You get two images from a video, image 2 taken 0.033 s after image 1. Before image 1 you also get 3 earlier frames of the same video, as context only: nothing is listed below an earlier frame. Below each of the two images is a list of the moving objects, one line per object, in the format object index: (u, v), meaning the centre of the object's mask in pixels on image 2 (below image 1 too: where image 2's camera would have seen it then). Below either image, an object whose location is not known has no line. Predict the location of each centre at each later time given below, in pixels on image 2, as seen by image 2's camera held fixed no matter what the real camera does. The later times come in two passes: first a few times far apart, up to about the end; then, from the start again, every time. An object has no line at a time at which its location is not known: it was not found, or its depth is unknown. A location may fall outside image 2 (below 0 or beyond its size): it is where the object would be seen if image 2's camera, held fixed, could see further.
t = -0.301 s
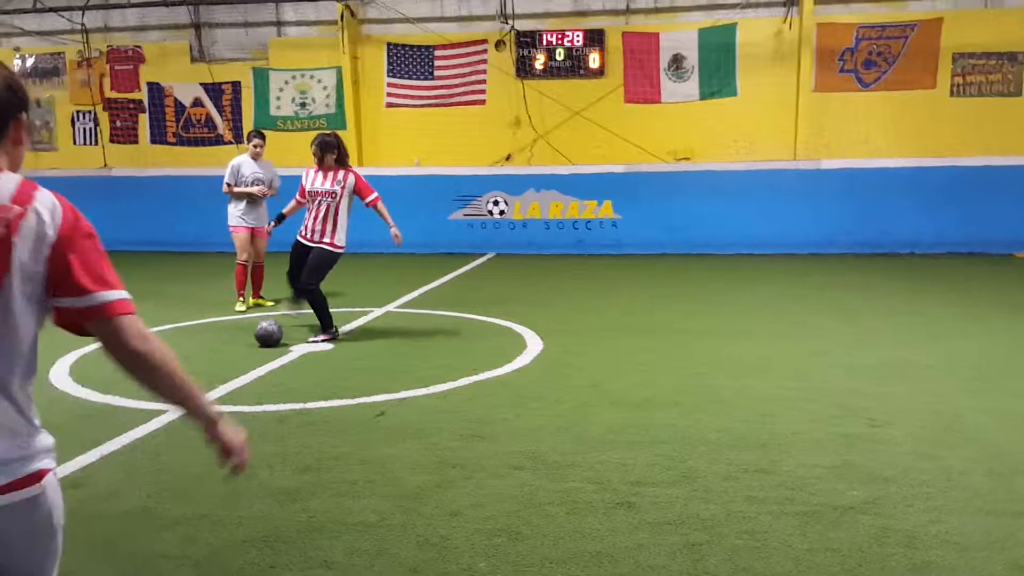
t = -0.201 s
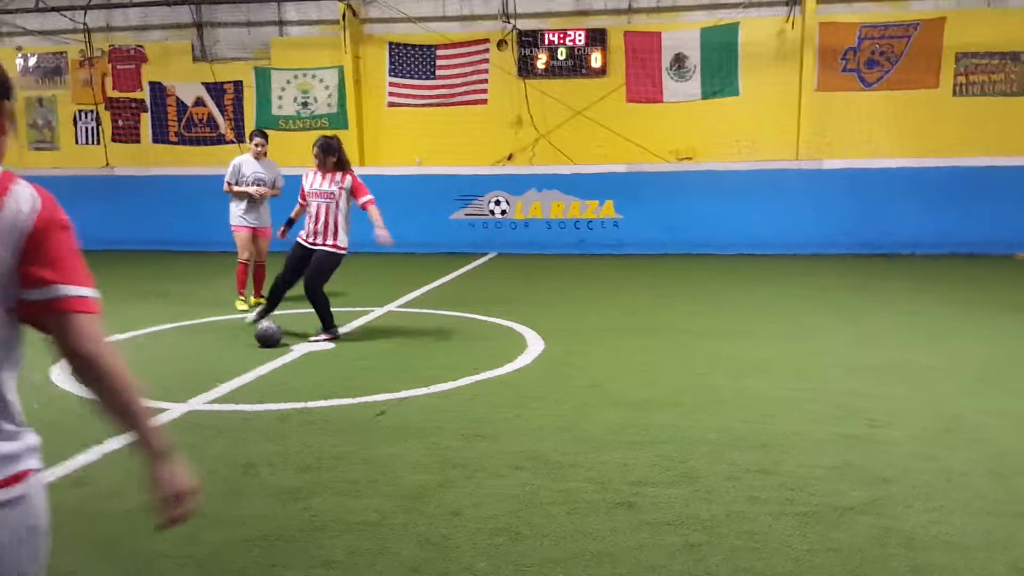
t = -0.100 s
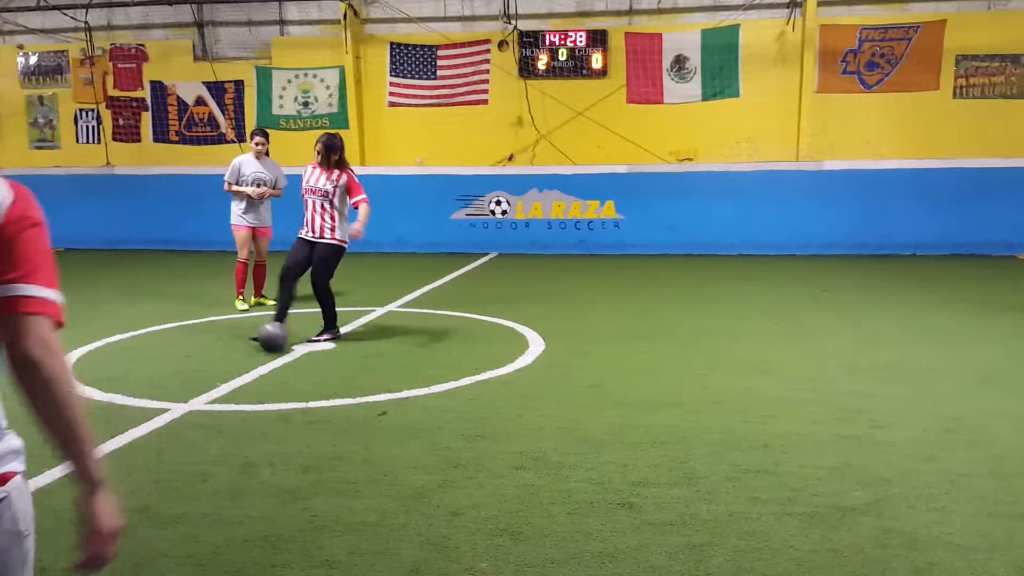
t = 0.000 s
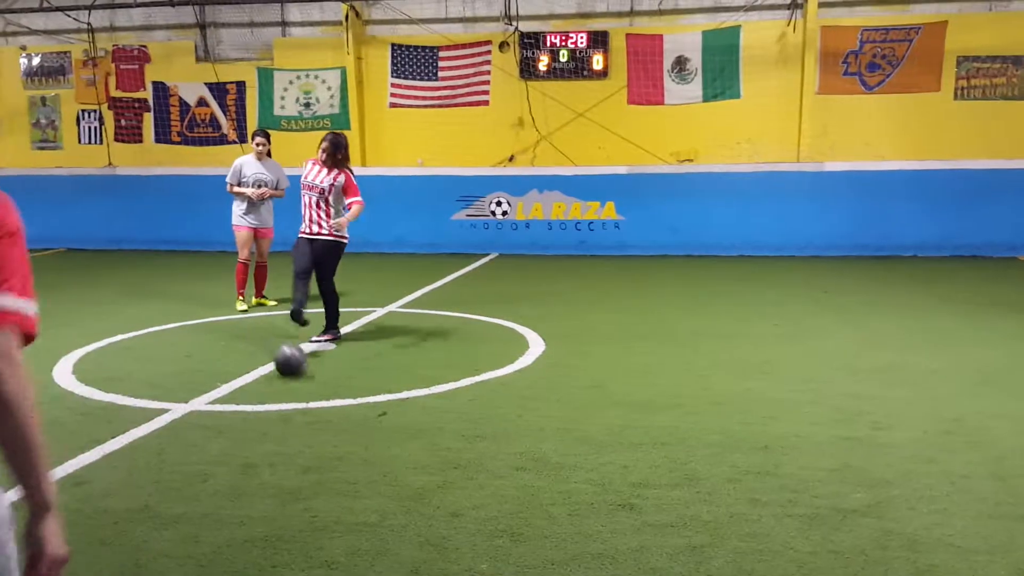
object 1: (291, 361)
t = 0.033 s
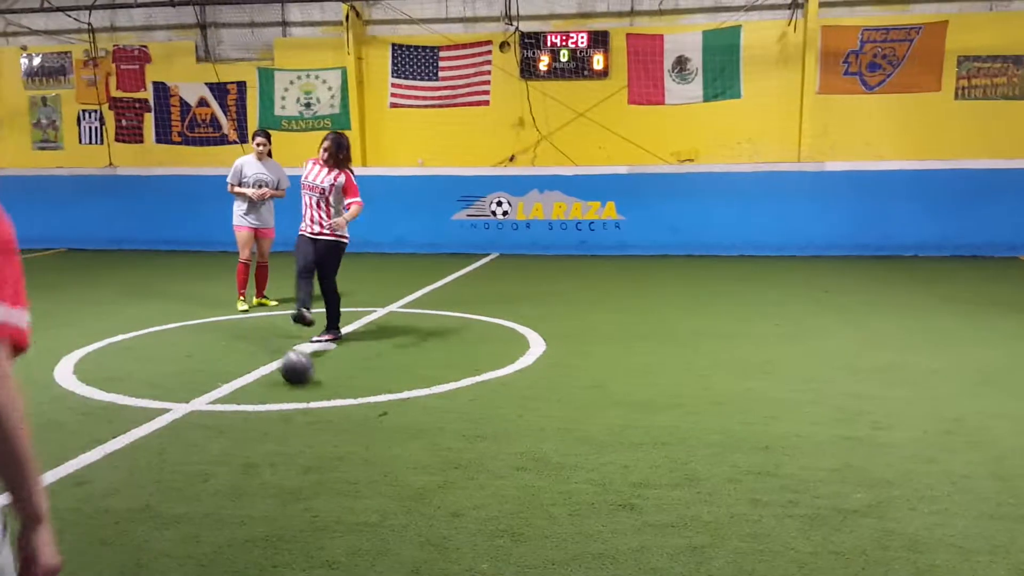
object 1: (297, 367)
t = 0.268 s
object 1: (346, 434)
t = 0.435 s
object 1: (390, 498)
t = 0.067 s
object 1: (303, 376)
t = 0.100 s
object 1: (311, 384)
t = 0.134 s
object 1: (316, 393)
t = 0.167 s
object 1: (322, 403)
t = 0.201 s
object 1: (330, 415)
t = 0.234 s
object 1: (337, 425)
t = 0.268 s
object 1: (346, 434)
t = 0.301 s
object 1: (354, 446)
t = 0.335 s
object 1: (363, 457)
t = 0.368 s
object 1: (371, 470)
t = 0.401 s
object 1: (381, 484)
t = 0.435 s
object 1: (390, 498)
